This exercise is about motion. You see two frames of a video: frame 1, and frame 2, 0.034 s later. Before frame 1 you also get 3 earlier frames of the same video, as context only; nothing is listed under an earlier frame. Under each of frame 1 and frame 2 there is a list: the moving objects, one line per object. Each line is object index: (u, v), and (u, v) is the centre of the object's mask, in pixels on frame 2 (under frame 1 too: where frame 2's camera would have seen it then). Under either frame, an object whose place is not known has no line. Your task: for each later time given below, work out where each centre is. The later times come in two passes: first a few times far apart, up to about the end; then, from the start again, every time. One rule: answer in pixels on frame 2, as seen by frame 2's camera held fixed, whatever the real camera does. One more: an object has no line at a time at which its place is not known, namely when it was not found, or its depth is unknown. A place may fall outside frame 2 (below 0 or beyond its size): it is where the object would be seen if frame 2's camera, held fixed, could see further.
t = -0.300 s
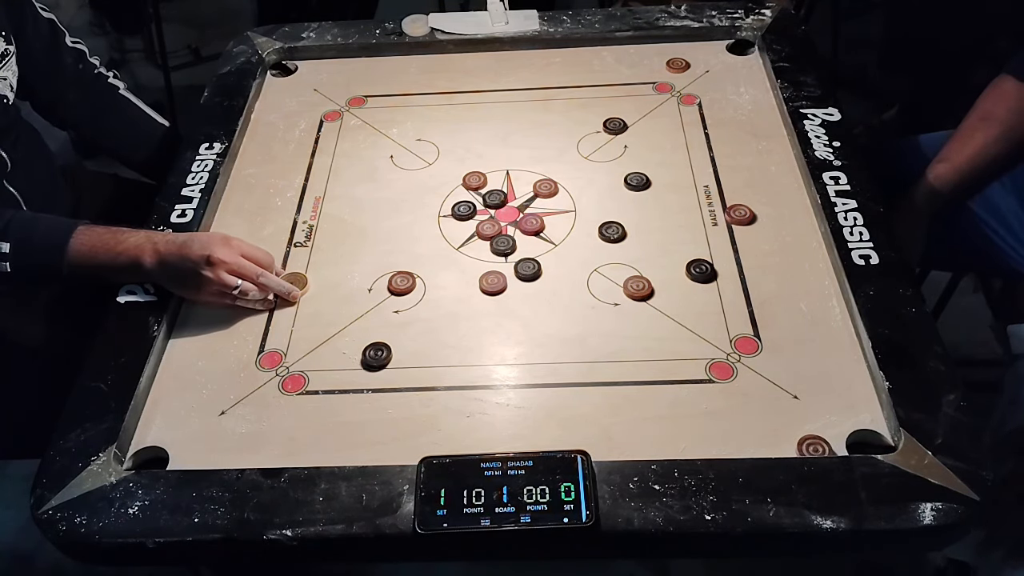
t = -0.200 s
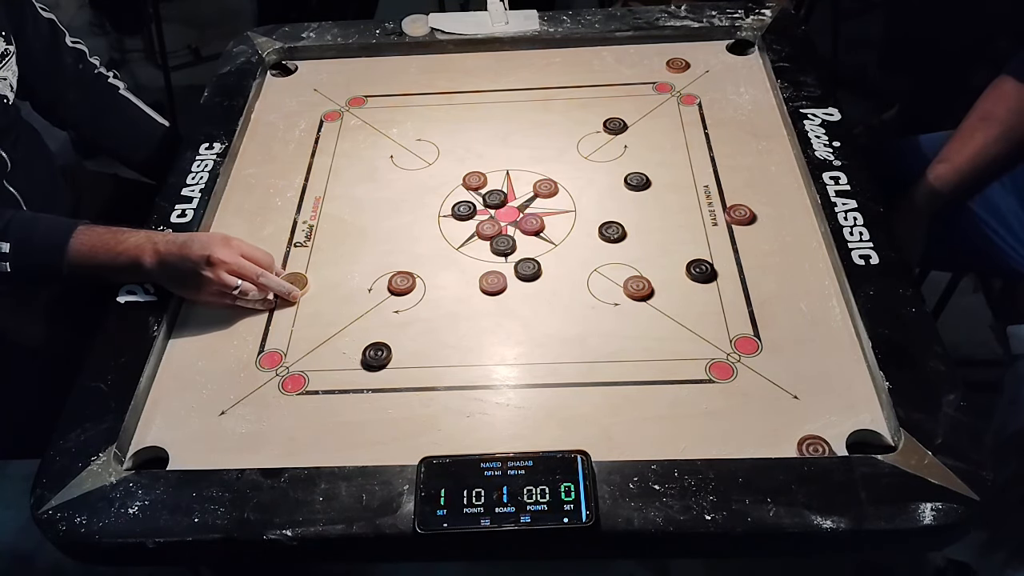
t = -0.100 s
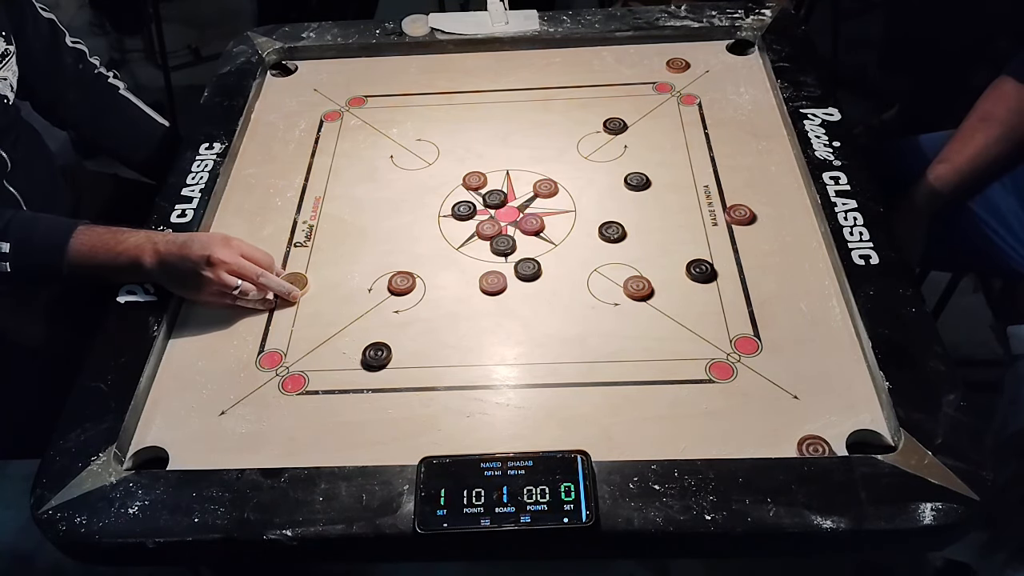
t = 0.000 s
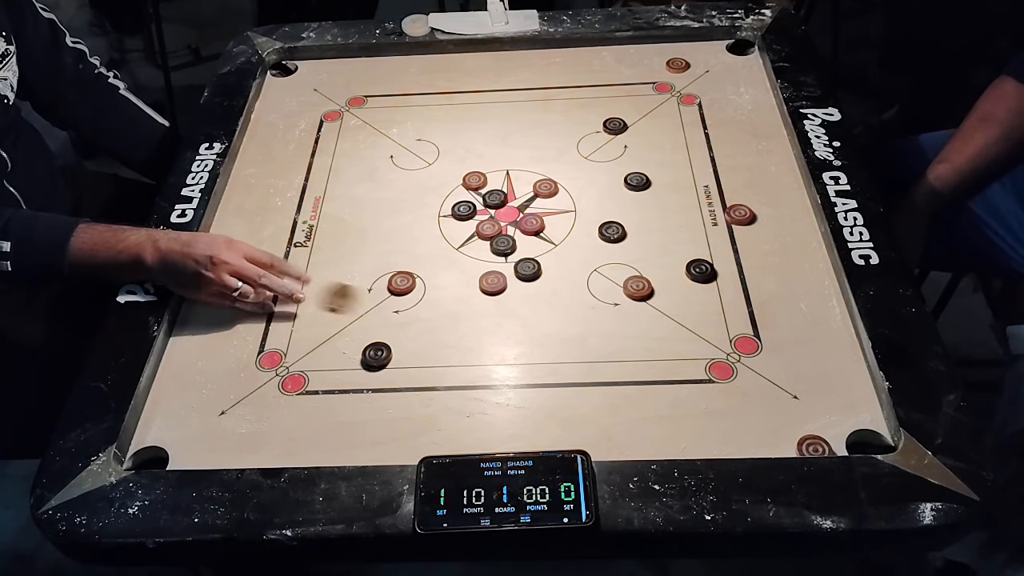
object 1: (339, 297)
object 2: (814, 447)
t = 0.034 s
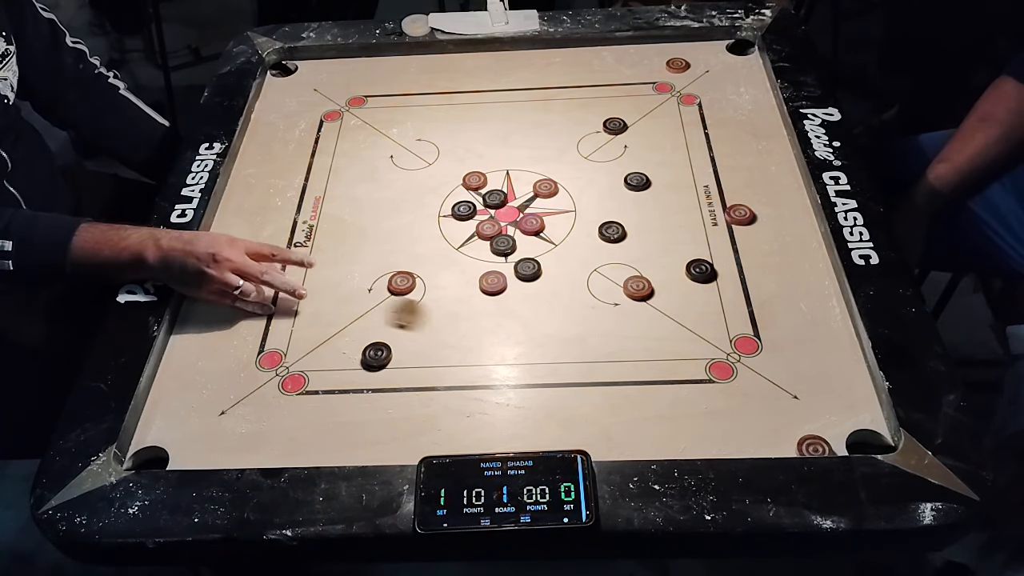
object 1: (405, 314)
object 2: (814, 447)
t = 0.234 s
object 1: (853, 416)
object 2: (814, 446)
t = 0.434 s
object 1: (661, 369)
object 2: (559, 436)
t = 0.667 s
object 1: (531, 321)
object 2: (342, 421)
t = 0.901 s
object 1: (476, 303)
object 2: (244, 407)
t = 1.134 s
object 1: (464, 299)
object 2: (235, 405)
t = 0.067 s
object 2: (814, 447)
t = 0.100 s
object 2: (814, 446)
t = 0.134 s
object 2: (814, 446)
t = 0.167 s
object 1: (694, 381)
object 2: (814, 447)
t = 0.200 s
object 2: (814, 447)
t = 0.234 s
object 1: (853, 416)
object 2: (814, 446)
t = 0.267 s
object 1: (821, 424)
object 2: (798, 446)
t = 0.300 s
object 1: (784, 412)
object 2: (744, 445)
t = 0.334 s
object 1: (748, 400)
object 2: (693, 445)
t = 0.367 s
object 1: (716, 389)
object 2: (645, 443)
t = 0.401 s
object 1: (688, 378)
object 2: (601, 441)
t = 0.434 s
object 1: (661, 369)
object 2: (559, 436)
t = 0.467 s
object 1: (637, 360)
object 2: (520, 435)
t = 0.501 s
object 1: (614, 352)
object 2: (484, 433)
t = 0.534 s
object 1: (594, 345)
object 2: (450, 430)
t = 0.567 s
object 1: (576, 338)
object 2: (419, 428)
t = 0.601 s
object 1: (559, 331)
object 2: (391, 425)
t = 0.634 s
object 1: (544, 326)
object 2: (365, 423)
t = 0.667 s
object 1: (531, 321)
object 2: (342, 421)
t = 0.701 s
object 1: (519, 316)
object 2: (321, 418)
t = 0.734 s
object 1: (509, 312)
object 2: (302, 416)
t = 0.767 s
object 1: (500, 308)
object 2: (286, 414)
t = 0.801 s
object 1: (492, 306)
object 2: (273, 412)
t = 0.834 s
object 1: (486, 305)
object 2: (261, 410)
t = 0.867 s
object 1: (480, 304)
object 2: (252, 408)
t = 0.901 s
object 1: (476, 303)
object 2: (244, 407)
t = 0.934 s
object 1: (472, 302)
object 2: (239, 406)
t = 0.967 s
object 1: (469, 301)
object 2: (236, 405)
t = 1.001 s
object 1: (467, 301)
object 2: (234, 405)
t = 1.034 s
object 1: (465, 300)
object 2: (235, 405)
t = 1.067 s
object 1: (464, 300)
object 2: (234, 405)
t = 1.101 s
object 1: (464, 300)
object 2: (234, 405)
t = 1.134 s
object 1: (464, 299)
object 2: (235, 405)
